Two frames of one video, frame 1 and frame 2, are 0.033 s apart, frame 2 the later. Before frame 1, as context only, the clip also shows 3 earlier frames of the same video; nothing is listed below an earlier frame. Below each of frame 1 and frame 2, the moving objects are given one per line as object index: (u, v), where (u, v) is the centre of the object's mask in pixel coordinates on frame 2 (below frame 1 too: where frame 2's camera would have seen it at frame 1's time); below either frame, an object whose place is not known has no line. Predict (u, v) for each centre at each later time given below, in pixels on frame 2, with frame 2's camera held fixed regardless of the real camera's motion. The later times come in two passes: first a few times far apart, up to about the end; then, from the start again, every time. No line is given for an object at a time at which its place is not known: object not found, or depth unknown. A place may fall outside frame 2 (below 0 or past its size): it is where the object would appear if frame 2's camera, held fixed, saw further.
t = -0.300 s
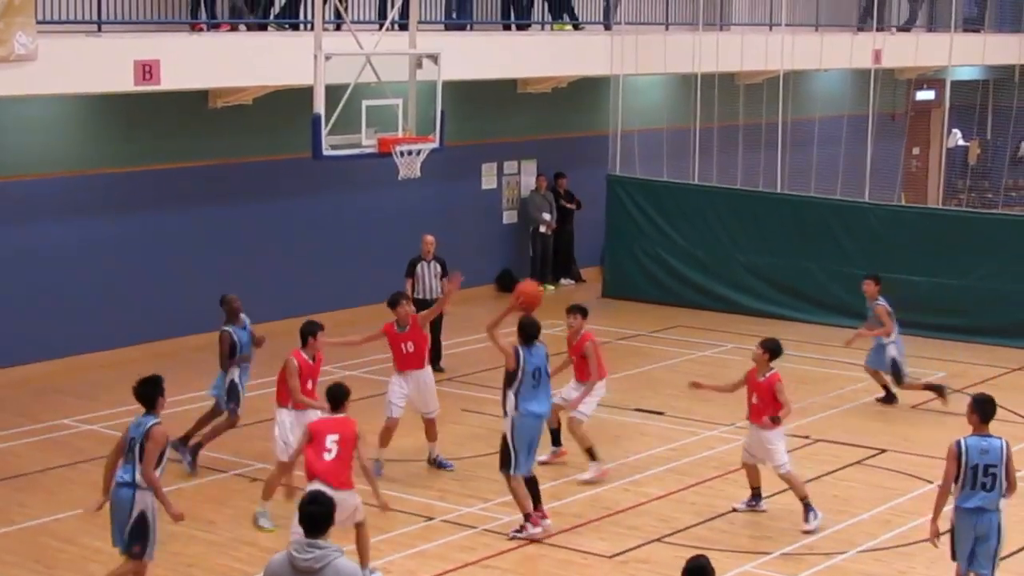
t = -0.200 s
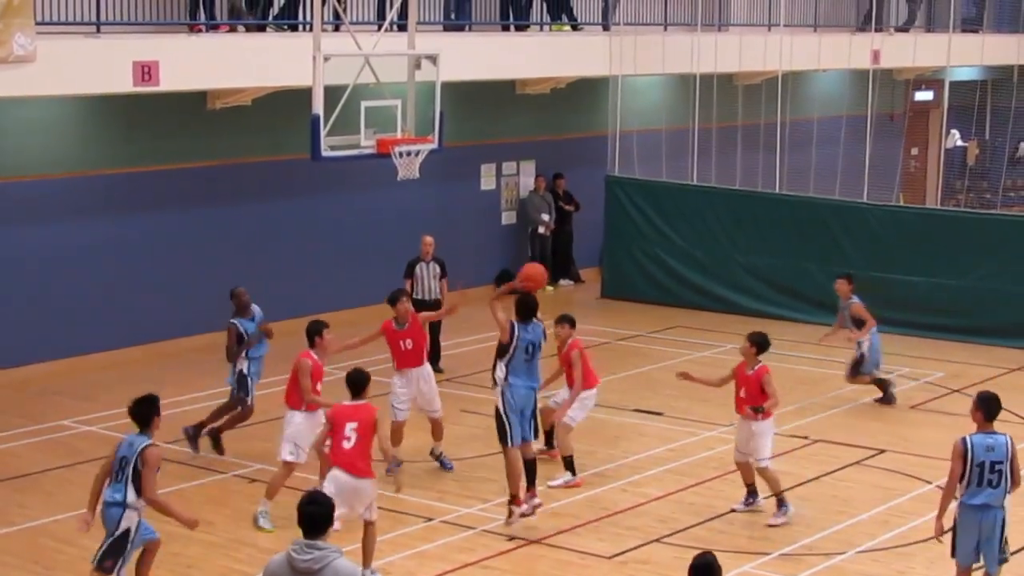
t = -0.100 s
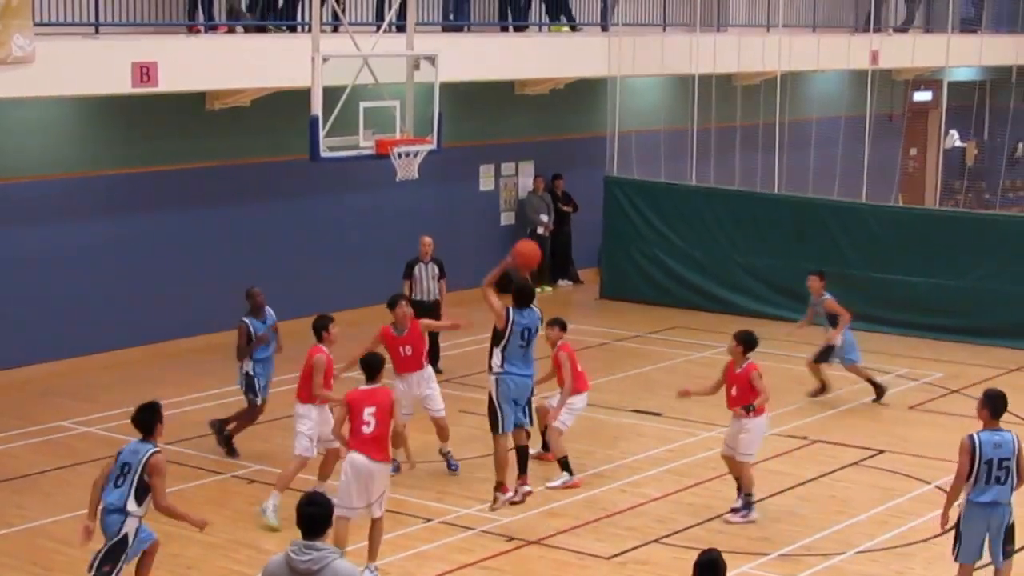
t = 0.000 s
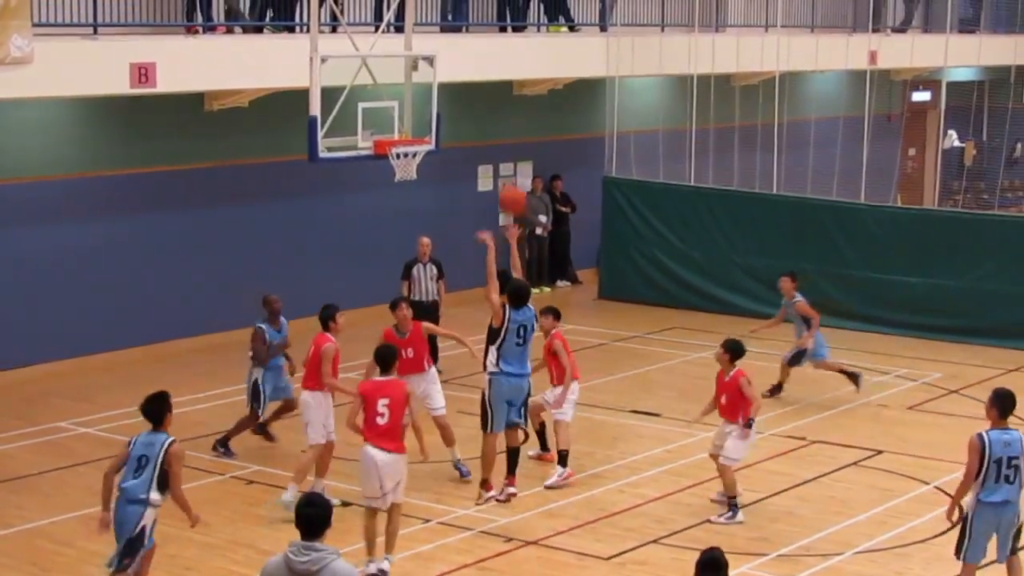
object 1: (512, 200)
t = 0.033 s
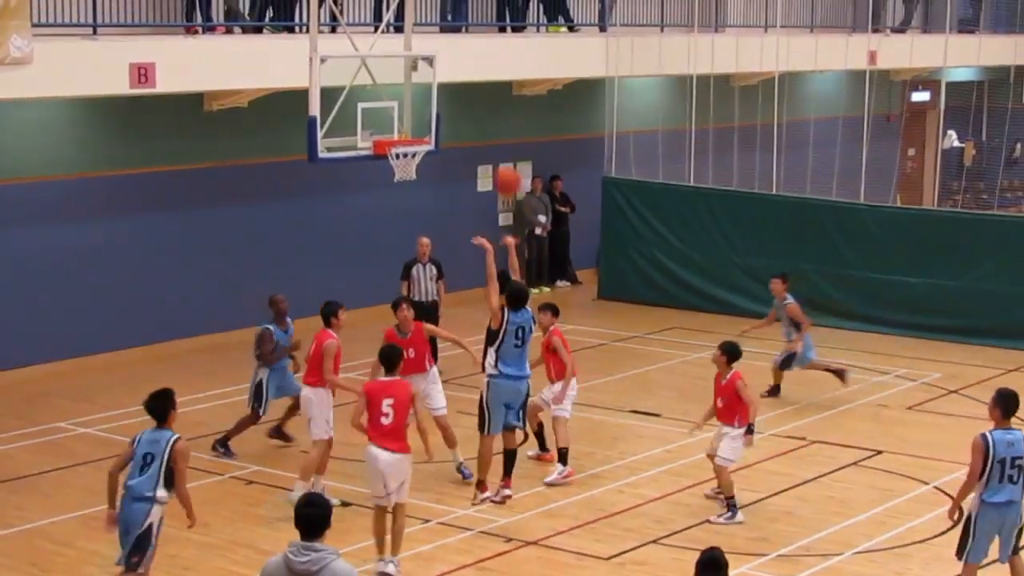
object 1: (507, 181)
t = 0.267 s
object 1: (476, 93)
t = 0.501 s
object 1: (449, 72)
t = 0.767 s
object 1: (422, 114)
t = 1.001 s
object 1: (403, 162)
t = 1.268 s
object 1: (399, 195)
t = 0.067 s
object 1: (502, 163)
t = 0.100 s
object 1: (498, 147)
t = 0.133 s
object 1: (493, 133)
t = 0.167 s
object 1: (489, 121)
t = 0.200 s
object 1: (484, 110)
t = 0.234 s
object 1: (481, 101)
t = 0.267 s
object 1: (476, 93)
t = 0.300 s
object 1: (472, 87)
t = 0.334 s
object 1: (468, 81)
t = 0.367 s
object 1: (464, 77)
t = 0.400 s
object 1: (460, 74)
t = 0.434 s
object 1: (456, 72)
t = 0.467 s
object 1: (452, 72)
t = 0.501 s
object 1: (449, 72)
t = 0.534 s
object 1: (445, 74)
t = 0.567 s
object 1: (442, 77)
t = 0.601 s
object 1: (438, 81)
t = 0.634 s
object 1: (434, 86)
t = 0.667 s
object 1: (432, 91)
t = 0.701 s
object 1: (429, 98)
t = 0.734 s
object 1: (425, 105)
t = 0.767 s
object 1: (422, 114)
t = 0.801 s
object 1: (420, 124)
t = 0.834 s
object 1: (416, 132)
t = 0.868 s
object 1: (414, 146)
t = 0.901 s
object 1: (411, 152)
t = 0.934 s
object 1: (406, 158)
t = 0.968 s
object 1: (406, 159)
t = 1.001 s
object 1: (403, 162)
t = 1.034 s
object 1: (400, 165)
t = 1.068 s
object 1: (398, 169)
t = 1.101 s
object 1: (398, 171)
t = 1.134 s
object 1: (399, 174)
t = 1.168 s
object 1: (399, 178)
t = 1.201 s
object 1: (399, 182)
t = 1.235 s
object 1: (399, 188)
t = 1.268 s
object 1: (399, 195)
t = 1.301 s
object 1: (400, 204)
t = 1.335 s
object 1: (401, 214)
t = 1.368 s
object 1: (401, 225)
